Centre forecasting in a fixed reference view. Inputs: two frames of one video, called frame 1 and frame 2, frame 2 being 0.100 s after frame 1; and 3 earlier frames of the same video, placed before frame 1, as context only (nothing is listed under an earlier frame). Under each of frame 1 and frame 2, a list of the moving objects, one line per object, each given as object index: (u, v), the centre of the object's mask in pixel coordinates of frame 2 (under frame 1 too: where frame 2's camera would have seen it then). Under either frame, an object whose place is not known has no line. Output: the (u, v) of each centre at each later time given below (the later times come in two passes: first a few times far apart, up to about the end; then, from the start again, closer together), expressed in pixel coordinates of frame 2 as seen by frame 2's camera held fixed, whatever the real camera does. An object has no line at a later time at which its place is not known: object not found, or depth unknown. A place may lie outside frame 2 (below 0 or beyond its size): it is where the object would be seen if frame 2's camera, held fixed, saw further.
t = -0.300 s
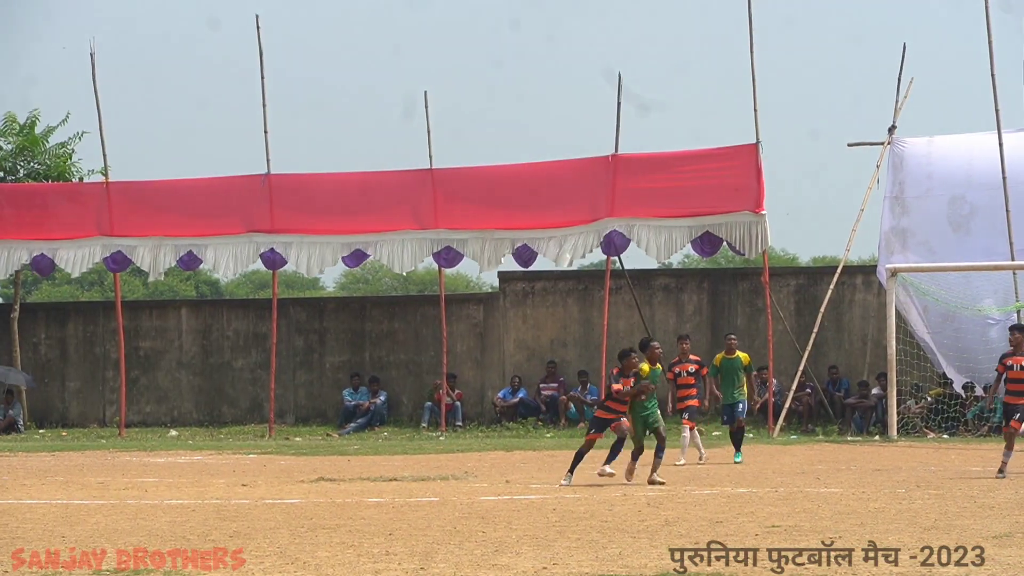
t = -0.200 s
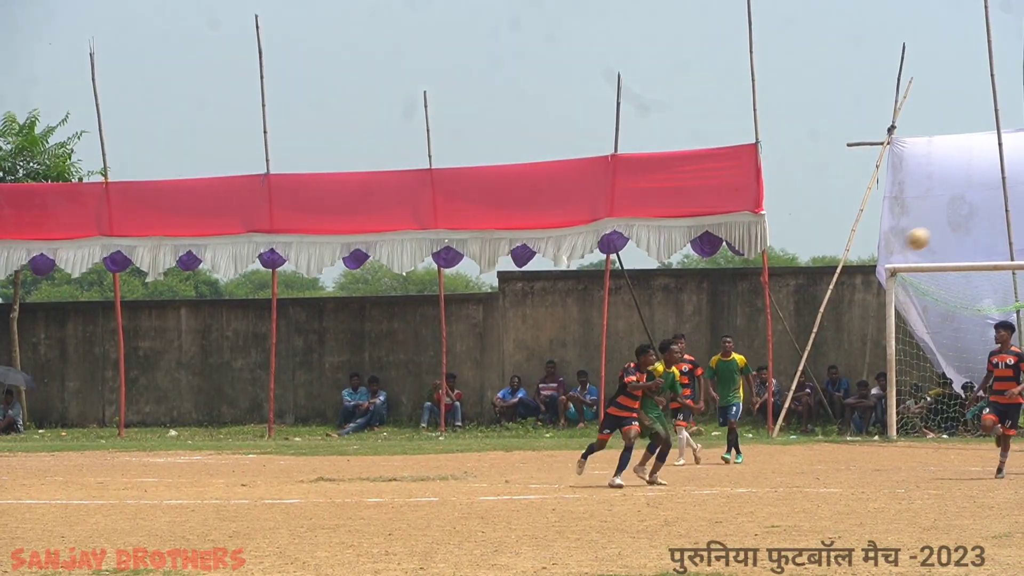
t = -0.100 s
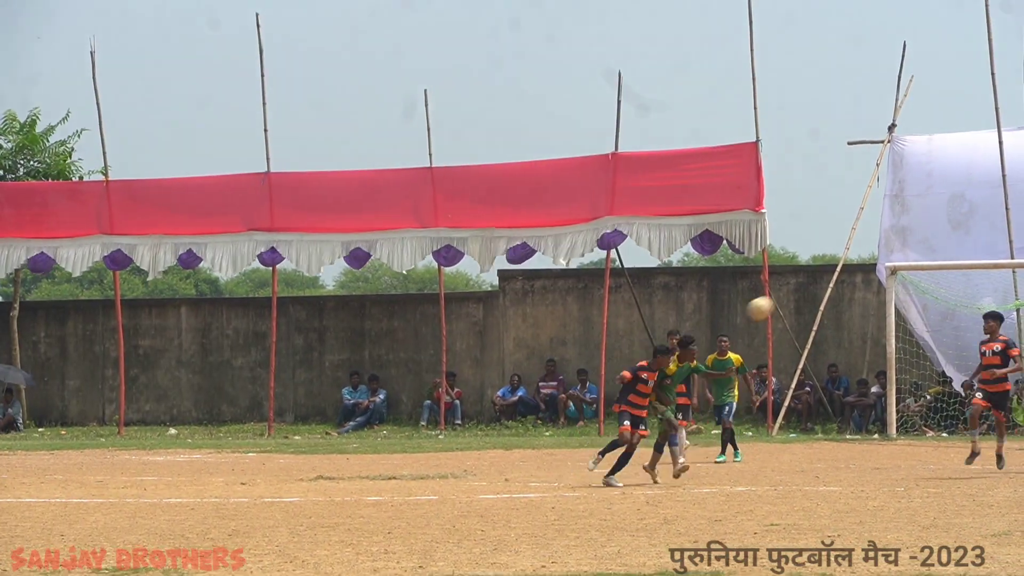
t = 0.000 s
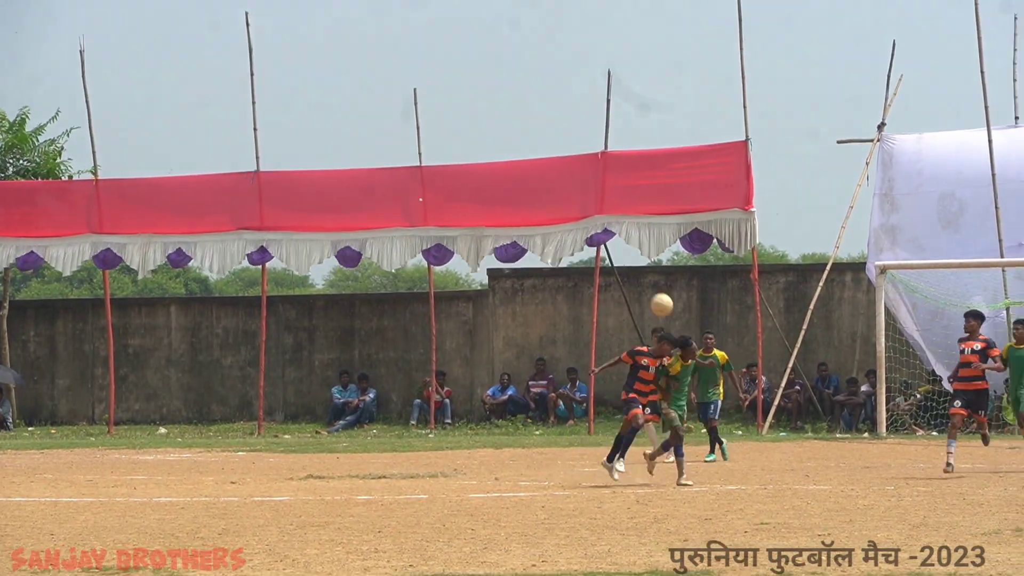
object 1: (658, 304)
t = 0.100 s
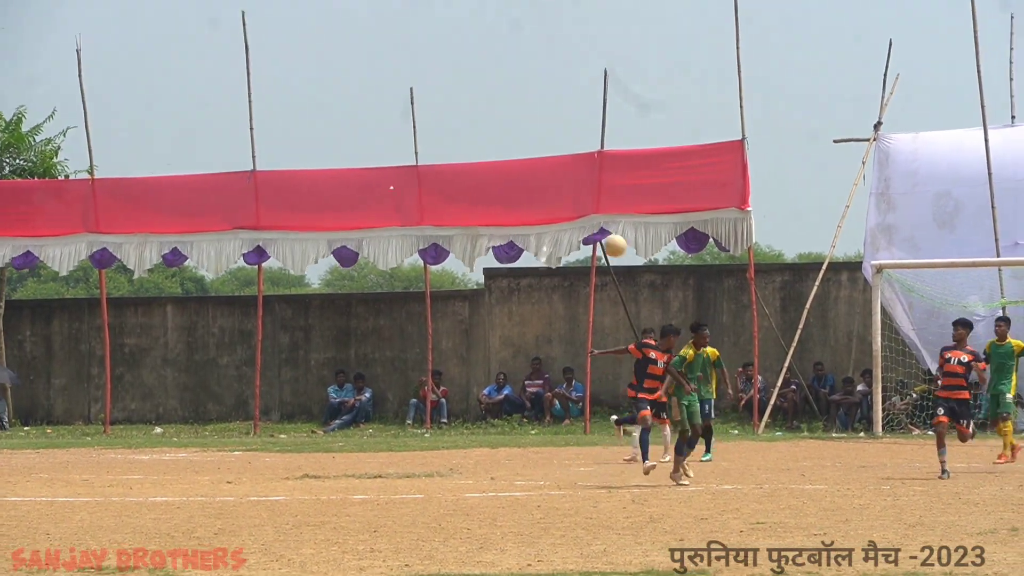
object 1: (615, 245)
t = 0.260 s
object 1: (535, 171)
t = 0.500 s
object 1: (391, 109)
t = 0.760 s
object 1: (203, 118)
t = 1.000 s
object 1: (-13, 208)
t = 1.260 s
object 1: (-330, 435)
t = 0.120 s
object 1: (605, 235)
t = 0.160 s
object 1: (586, 215)
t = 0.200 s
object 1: (566, 196)
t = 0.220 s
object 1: (556, 187)
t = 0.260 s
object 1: (535, 171)
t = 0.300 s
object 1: (513, 156)
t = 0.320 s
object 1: (501, 149)
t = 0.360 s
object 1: (478, 137)
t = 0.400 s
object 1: (454, 127)
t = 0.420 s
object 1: (442, 122)
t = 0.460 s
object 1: (417, 114)
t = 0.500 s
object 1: (391, 109)
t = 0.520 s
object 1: (378, 106)
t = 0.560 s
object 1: (351, 103)
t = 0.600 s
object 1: (323, 102)
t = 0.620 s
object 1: (309, 102)
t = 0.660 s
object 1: (280, 104)
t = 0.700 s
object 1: (250, 108)
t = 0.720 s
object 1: (235, 112)
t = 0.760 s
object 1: (203, 118)
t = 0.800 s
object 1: (170, 128)
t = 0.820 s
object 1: (154, 134)
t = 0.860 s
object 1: (118, 147)
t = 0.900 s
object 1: (83, 162)
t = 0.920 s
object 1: (64, 169)
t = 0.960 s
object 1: (26, 187)
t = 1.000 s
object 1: (-13, 208)
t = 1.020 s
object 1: (-34, 220)
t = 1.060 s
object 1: (-77, 246)
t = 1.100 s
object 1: (-122, 275)
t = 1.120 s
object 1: (-146, 292)
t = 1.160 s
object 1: (-195, 326)
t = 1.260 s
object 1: (-330, 435)
